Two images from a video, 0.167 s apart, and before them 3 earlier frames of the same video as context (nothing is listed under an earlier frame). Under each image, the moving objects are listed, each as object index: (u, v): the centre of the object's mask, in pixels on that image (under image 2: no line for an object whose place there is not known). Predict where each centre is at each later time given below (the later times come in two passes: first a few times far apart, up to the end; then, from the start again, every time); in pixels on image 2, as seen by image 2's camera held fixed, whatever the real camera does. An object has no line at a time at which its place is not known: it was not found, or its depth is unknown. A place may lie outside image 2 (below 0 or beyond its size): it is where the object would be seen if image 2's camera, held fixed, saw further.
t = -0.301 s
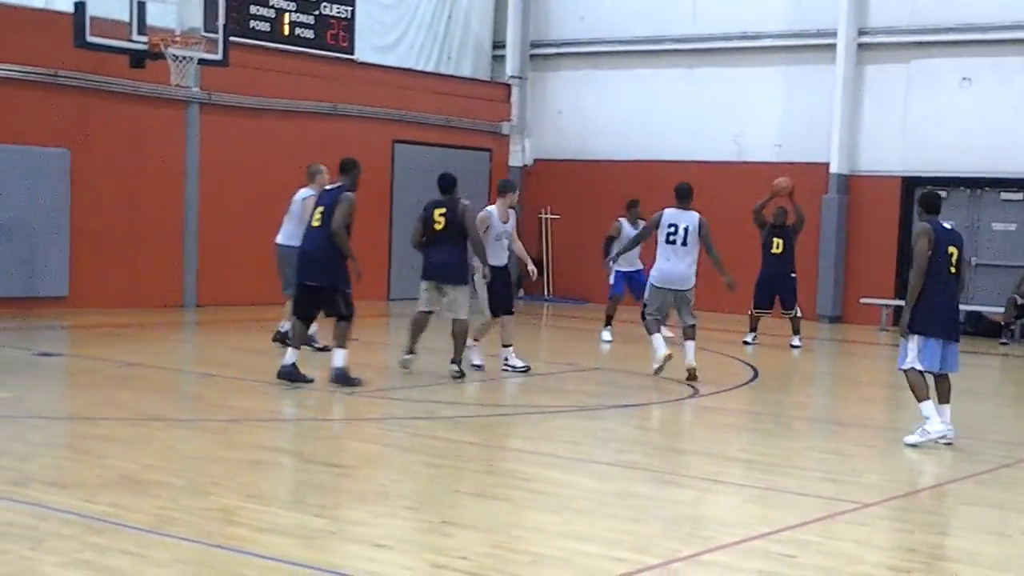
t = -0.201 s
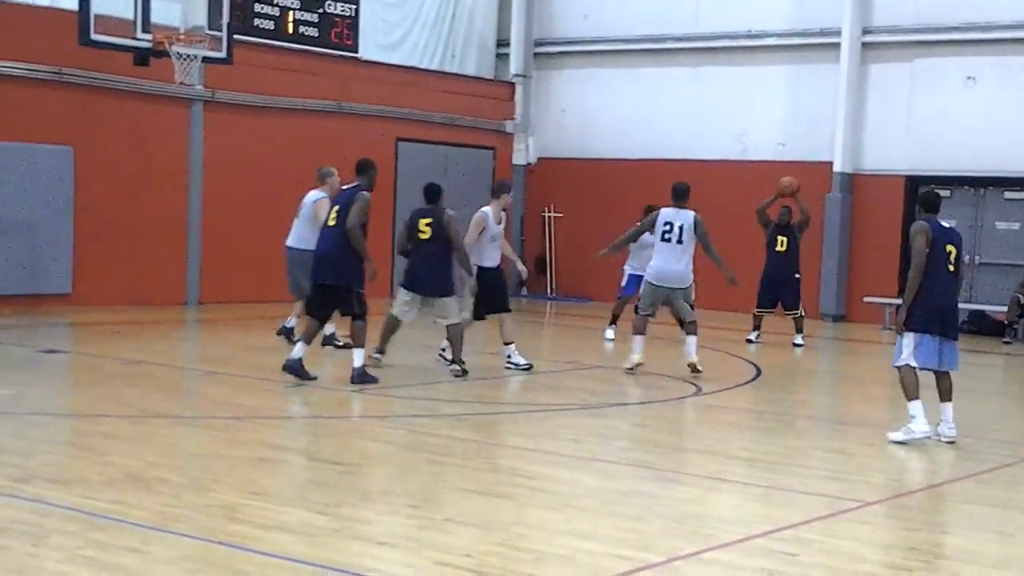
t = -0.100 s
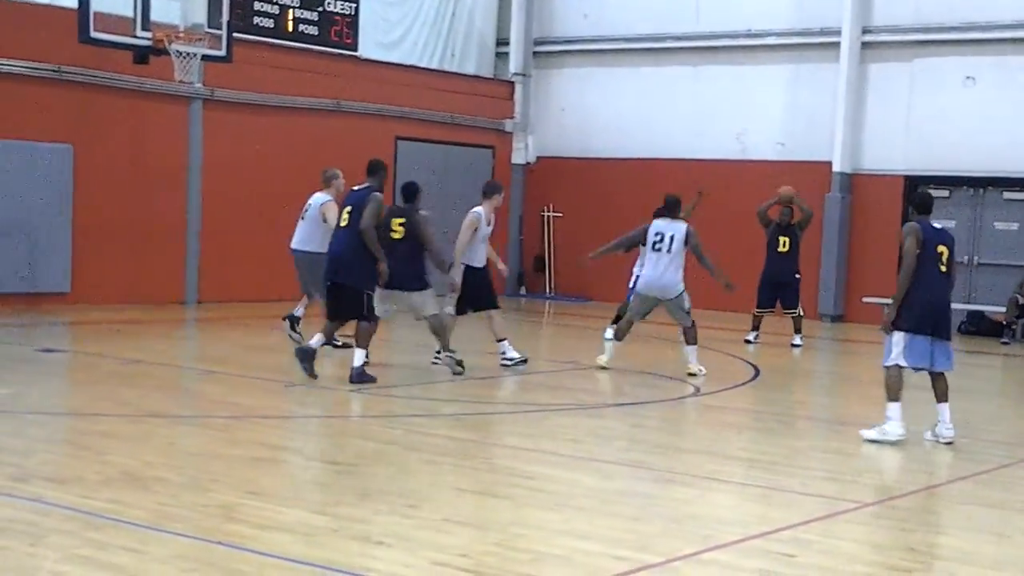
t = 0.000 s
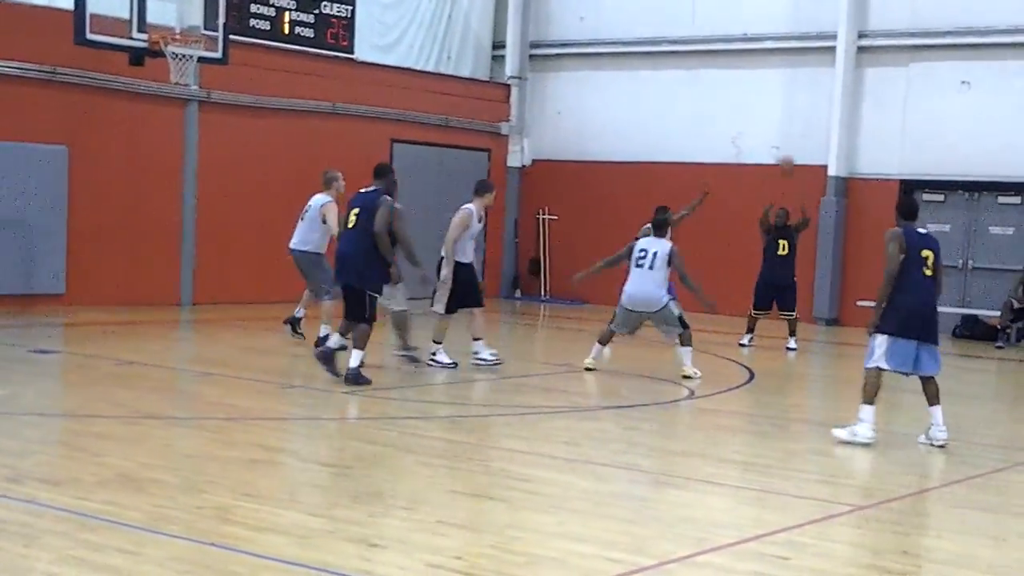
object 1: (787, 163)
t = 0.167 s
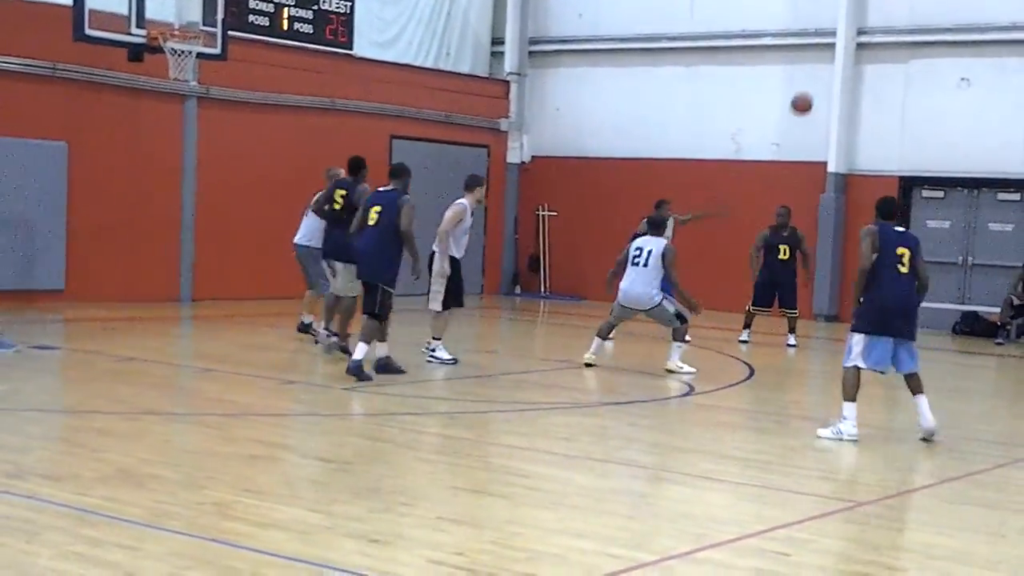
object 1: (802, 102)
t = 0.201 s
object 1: (805, 93)
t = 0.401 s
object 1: (829, 55)
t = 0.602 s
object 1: (860, 57)
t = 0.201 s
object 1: (805, 93)
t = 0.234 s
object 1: (809, 84)
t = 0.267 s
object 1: (813, 77)
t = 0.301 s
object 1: (817, 69)
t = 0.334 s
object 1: (821, 64)
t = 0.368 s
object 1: (825, 58)
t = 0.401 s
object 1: (829, 55)
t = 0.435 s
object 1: (834, 52)
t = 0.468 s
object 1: (839, 50)
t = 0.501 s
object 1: (844, 50)
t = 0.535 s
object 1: (849, 51)
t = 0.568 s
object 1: (854, 53)
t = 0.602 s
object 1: (860, 57)
